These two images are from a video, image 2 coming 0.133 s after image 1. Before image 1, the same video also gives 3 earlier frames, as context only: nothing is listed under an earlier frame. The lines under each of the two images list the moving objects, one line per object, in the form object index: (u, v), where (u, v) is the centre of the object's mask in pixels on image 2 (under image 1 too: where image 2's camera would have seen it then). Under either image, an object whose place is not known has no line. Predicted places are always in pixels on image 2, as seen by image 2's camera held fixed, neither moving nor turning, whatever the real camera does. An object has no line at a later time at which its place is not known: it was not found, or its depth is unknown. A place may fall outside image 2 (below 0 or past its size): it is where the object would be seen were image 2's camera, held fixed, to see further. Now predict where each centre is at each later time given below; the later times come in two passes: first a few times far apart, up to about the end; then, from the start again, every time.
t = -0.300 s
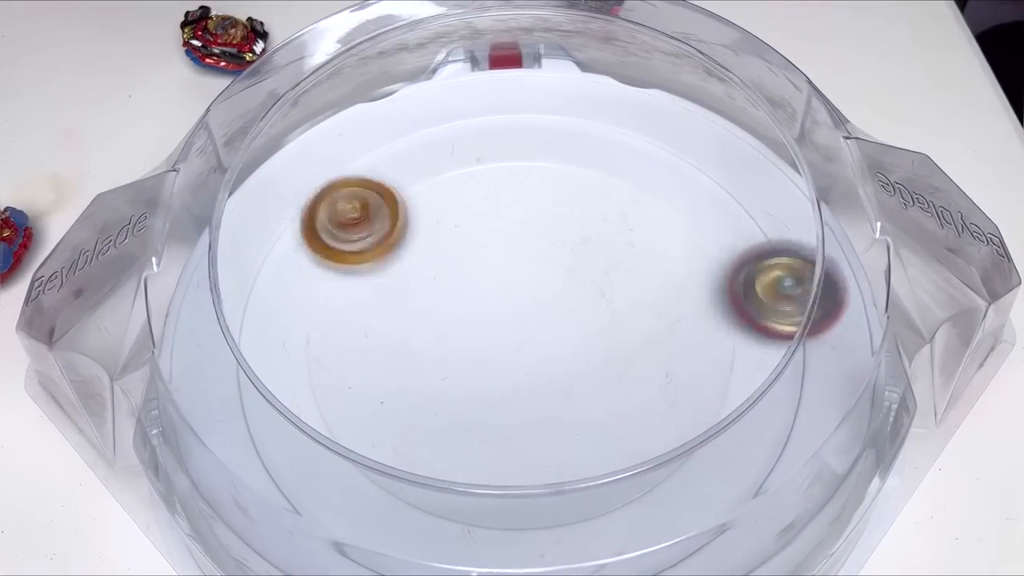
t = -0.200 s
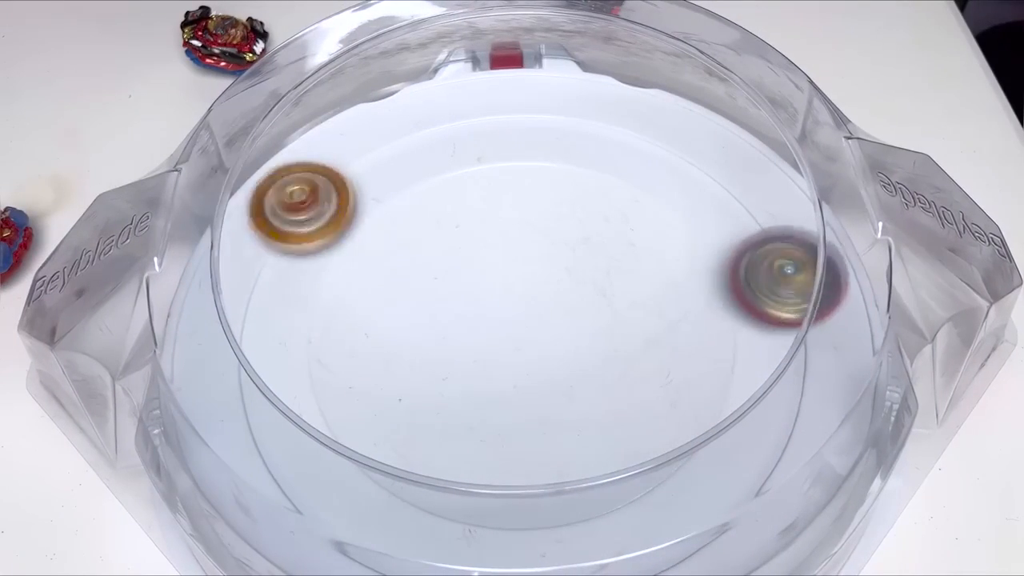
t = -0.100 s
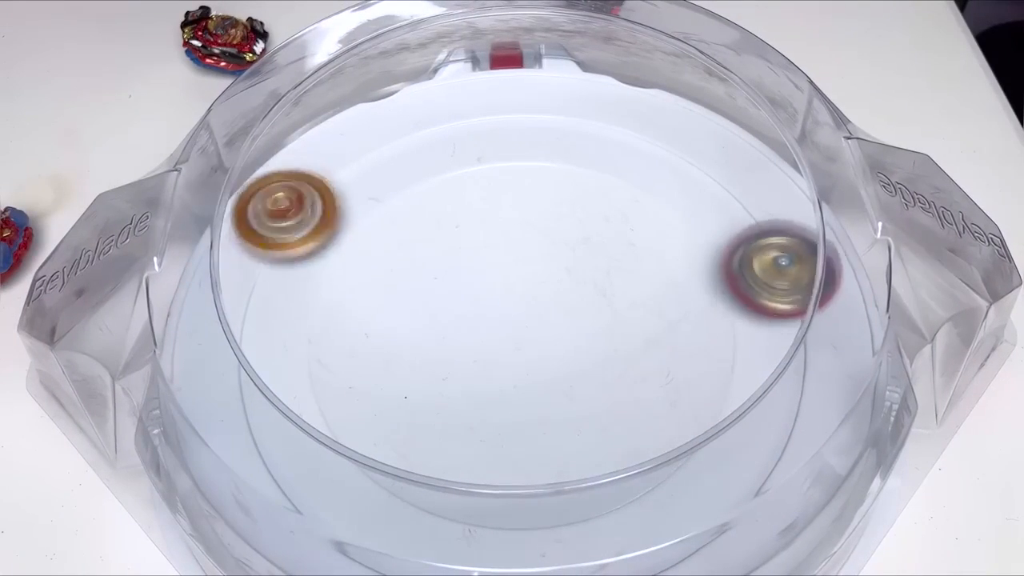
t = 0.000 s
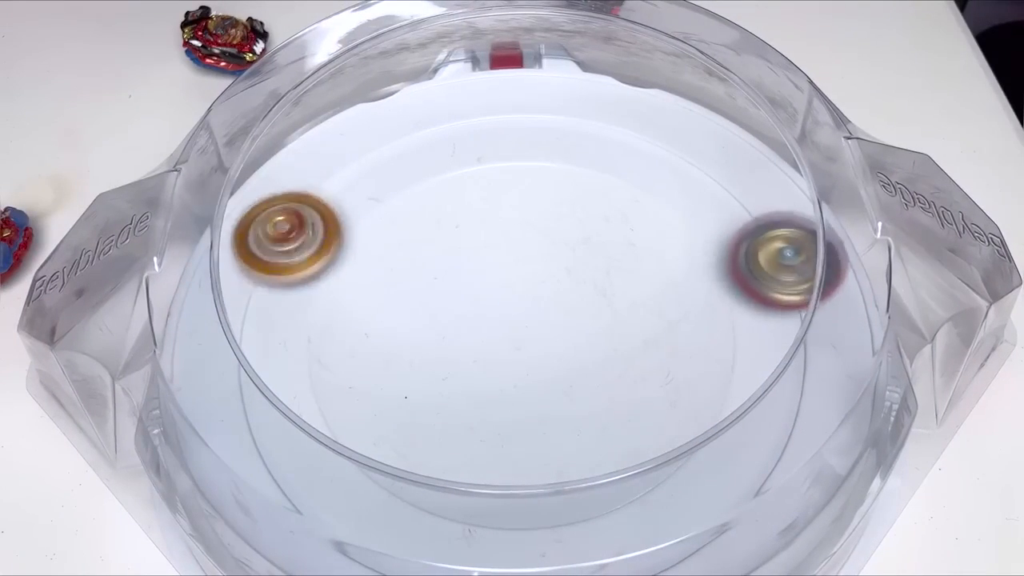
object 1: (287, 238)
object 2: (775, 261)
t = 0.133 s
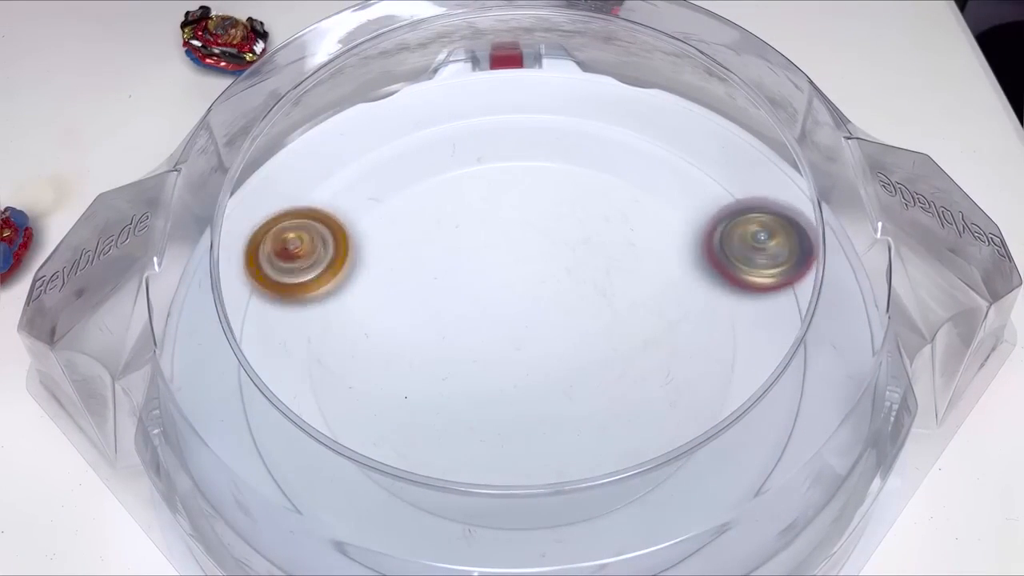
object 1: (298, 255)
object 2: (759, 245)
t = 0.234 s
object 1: (308, 267)
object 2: (744, 250)
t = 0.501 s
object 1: (400, 397)
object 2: (600, 238)
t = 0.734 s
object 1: (560, 417)
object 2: (427, 320)
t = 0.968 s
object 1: (641, 312)
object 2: (524, 470)
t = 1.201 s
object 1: (554, 249)
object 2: (678, 360)
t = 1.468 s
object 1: (456, 328)
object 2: (503, 241)
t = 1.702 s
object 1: (522, 393)
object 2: (353, 344)
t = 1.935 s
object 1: (583, 333)
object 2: (469, 477)
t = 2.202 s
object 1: (485, 294)
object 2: (622, 324)
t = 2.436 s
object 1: (458, 364)
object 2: (490, 208)
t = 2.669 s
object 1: (536, 369)
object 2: (333, 274)
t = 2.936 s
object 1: (527, 285)
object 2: (459, 422)
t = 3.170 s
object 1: (455, 302)
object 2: (625, 323)
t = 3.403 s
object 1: (477, 339)
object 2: (562, 179)
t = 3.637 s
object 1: (511, 340)
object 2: (407, 210)
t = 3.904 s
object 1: (529, 329)
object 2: (451, 390)
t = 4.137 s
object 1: (544, 304)
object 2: (624, 438)
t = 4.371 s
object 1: (523, 311)
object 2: (717, 306)
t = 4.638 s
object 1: (515, 327)
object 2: (552, 215)
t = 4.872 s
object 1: (517, 333)
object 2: (404, 302)
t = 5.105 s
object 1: (516, 333)
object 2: (433, 457)
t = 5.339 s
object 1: (515, 331)
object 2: (613, 441)
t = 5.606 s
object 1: (510, 331)
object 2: (595, 270)
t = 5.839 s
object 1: (508, 329)
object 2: (440, 236)
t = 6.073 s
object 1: (509, 327)
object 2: (341, 336)
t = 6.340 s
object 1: (512, 321)
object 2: (505, 423)
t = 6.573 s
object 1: (505, 307)
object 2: (637, 324)
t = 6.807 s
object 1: (511, 316)
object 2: (588, 200)
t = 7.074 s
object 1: (517, 323)
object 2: (434, 238)
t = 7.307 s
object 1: (526, 323)
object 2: (441, 382)
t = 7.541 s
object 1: (528, 329)
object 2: (599, 413)
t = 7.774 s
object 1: (525, 330)
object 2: (654, 295)
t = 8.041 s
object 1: (517, 335)
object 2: (498, 238)
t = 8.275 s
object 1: (511, 334)
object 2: (395, 326)
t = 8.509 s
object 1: (510, 332)
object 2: (482, 429)
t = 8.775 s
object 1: (509, 326)
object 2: (615, 333)
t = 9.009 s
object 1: (498, 324)
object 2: (573, 224)
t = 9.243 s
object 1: (511, 324)
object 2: (451, 222)
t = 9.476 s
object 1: (551, 325)
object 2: (383, 330)
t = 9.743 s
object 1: (568, 309)
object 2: (466, 436)
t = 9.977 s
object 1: (543, 307)
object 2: (603, 382)
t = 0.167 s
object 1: (301, 260)
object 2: (755, 247)
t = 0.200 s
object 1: (304, 263)
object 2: (750, 249)
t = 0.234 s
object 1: (308, 267)
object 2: (744, 250)
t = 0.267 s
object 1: (312, 276)
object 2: (736, 253)
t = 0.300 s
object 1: (319, 290)
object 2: (728, 256)
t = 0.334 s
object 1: (328, 306)
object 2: (718, 259)
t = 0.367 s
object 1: (339, 324)
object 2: (701, 259)
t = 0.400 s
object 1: (349, 346)
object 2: (680, 257)
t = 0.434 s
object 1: (364, 363)
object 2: (655, 252)
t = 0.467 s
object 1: (380, 380)
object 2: (629, 245)
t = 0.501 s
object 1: (400, 397)
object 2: (600, 238)
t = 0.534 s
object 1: (421, 408)
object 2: (570, 235)
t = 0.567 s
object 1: (445, 419)
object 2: (539, 237)
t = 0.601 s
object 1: (470, 426)
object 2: (509, 245)
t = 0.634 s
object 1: (493, 428)
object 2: (482, 257)
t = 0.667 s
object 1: (517, 427)
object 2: (458, 275)
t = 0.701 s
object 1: (540, 423)
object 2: (440, 296)
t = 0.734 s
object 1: (560, 417)
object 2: (427, 320)
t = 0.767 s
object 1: (580, 406)
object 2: (421, 346)
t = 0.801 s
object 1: (600, 393)
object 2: (423, 372)
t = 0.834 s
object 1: (614, 381)
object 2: (431, 398)
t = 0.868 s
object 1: (625, 365)
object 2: (446, 422)
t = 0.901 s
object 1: (634, 348)
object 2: (467, 439)
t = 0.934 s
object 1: (641, 329)
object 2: (495, 449)
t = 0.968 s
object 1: (641, 312)
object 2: (524, 470)
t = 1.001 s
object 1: (637, 296)
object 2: (558, 474)
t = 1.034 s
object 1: (631, 282)
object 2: (592, 469)
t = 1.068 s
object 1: (620, 270)
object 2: (624, 457)
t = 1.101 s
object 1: (605, 261)
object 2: (650, 437)
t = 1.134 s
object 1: (589, 254)
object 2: (667, 413)
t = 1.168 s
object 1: (572, 250)
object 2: (677, 387)
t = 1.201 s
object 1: (554, 249)
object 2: (678, 360)
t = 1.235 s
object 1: (535, 251)
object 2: (670, 334)
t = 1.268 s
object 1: (515, 255)
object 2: (657, 309)
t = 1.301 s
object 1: (499, 264)
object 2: (638, 288)
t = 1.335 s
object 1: (484, 273)
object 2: (615, 271)
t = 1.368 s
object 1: (473, 287)
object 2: (589, 257)
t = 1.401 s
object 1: (464, 299)
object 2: (561, 248)
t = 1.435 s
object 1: (460, 313)
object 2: (532, 243)
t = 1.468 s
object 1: (456, 328)
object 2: (503, 241)
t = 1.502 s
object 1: (456, 343)
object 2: (475, 245)
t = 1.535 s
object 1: (461, 356)
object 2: (448, 253)
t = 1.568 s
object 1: (468, 368)
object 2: (422, 265)
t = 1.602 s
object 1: (479, 379)
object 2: (399, 281)
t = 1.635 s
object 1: (490, 387)
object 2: (379, 299)
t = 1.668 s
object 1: (505, 393)
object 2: (363, 320)
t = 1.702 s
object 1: (522, 393)
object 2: (353, 344)
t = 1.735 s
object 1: (537, 395)
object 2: (349, 370)
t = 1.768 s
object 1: (552, 390)
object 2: (353, 397)
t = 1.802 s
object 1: (564, 383)
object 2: (363, 421)
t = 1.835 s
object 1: (576, 372)
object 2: (380, 444)
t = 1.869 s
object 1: (582, 360)
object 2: (405, 462)
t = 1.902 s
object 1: (585, 348)
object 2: (435, 473)
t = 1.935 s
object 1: (583, 333)
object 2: (469, 477)
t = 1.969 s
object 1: (578, 319)
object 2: (503, 474)
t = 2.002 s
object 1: (569, 308)
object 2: (536, 461)
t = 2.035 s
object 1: (556, 299)
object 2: (564, 441)
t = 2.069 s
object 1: (543, 292)
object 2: (589, 426)
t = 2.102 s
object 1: (528, 288)
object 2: (607, 403)
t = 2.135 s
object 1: (515, 287)
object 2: (618, 377)
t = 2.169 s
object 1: (499, 288)
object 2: (623, 350)
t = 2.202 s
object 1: (485, 294)
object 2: (622, 324)
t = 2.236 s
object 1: (473, 300)
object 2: (614, 299)
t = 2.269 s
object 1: (464, 308)
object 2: (601, 276)
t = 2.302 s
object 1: (455, 318)
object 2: (584, 255)
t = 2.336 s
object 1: (451, 330)
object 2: (564, 239)
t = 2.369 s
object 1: (448, 341)
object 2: (541, 225)
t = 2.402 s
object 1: (451, 353)
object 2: (516, 215)
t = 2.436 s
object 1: (458, 364)
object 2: (490, 208)
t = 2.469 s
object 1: (467, 373)
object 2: (463, 206)
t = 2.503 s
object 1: (477, 379)
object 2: (437, 206)
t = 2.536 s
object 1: (488, 381)
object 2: (411, 212)
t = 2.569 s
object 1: (502, 382)
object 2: (386, 221)
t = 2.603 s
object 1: (514, 379)
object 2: (365, 235)
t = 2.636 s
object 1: (526, 375)
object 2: (347, 254)
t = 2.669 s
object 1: (536, 369)
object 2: (333, 274)
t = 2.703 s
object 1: (544, 359)
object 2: (325, 297)
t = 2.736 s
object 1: (550, 348)
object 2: (326, 322)
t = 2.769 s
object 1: (553, 337)
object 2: (333, 346)
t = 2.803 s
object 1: (553, 325)
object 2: (348, 369)
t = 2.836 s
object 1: (550, 314)
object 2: (369, 390)
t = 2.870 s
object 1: (544, 302)
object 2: (396, 406)
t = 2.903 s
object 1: (536, 292)
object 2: (427, 417)
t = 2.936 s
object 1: (527, 285)
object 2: (459, 422)
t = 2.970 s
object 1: (514, 280)
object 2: (492, 423)
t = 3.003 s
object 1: (502, 278)
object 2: (523, 417)
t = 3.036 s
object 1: (489, 278)
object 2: (553, 407)
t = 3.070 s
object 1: (477, 281)
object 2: (579, 391)
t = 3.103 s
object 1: (467, 287)
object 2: (600, 371)
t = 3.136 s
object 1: (460, 294)
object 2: (616, 348)
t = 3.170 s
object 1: (455, 302)
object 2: (625, 323)
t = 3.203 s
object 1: (453, 312)
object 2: (629, 298)
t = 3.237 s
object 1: (454, 318)
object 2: (628, 274)
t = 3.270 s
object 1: (457, 325)
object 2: (622, 251)
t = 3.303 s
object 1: (461, 330)
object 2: (613, 228)
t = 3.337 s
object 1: (467, 334)
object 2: (599, 209)
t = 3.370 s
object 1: (472, 337)
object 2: (582, 192)
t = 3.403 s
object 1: (477, 339)
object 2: (562, 179)
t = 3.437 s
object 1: (482, 341)
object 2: (539, 168)
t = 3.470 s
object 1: (488, 342)
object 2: (515, 163)
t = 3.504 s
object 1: (494, 342)
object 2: (490, 163)
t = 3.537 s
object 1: (500, 342)
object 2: (466, 167)
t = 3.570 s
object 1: (504, 343)
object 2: (443, 177)
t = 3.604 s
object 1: (508, 341)
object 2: (423, 191)
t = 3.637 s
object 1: (511, 340)
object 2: (407, 210)
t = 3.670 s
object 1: (514, 339)
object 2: (394, 230)
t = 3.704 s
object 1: (518, 338)
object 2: (387, 253)
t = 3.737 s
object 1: (520, 336)
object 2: (385, 278)
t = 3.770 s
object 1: (523, 335)
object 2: (387, 304)
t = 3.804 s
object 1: (524, 334)
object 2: (395, 329)
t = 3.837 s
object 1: (525, 332)
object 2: (408, 351)
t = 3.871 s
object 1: (527, 330)
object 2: (427, 372)
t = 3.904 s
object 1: (529, 329)
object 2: (451, 390)
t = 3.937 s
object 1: (533, 322)
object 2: (468, 408)
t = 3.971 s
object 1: (540, 314)
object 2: (485, 427)
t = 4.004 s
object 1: (545, 309)
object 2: (507, 437)
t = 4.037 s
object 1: (547, 306)
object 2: (534, 441)
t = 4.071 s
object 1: (548, 304)
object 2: (563, 441)
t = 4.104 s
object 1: (546, 303)
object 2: (593, 445)
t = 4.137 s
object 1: (544, 304)
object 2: (624, 438)
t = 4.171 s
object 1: (541, 304)
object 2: (650, 428)
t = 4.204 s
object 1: (538, 305)
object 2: (674, 413)
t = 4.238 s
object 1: (535, 305)
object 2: (693, 395)
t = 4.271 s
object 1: (532, 307)
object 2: (707, 373)
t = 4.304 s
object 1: (528, 310)
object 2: (717, 352)
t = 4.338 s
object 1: (525, 310)
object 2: (720, 328)
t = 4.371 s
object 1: (523, 311)
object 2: (717, 306)
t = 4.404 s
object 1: (522, 313)
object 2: (708, 285)
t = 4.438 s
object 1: (521, 315)
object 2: (694, 265)
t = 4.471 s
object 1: (520, 317)
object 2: (676, 249)
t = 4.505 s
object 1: (519, 319)
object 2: (655, 235)
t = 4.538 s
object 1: (518, 322)
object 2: (631, 225)
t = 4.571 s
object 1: (517, 324)
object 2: (605, 219)
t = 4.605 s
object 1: (515, 326)
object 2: (579, 215)
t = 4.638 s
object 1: (515, 327)
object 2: (552, 215)
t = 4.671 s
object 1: (515, 328)
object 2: (526, 219)
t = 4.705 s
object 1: (516, 329)
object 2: (500, 226)
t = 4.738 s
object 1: (516, 330)
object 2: (475, 236)
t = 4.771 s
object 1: (516, 331)
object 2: (453, 249)
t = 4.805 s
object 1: (516, 331)
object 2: (433, 265)
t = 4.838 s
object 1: (517, 332)
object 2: (417, 283)
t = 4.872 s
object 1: (517, 333)
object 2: (404, 302)
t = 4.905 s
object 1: (517, 333)
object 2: (393, 322)
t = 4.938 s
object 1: (517, 333)
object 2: (388, 343)
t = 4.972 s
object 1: (516, 333)
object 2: (386, 365)
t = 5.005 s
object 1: (517, 333)
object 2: (389, 388)
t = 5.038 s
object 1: (517, 333)
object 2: (395, 410)
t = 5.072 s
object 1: (518, 333)
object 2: (406, 429)
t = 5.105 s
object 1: (516, 333)
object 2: (433, 457)
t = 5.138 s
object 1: (516, 333)
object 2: (455, 470)
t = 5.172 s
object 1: (516, 333)
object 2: (482, 480)
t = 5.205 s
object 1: (516, 333)
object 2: (511, 483)
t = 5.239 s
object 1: (516, 333)
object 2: (540, 481)
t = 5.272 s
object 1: (516, 332)
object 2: (567, 473)
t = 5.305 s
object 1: (515, 332)
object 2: (593, 459)
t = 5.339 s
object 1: (515, 331)
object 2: (613, 441)
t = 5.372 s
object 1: (514, 332)
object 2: (628, 419)
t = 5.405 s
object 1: (514, 333)
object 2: (639, 397)
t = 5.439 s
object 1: (513, 332)
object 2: (643, 374)
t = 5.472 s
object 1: (512, 332)
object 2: (643, 351)
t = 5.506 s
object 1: (511, 331)
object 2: (637, 328)
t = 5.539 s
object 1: (511, 331)
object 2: (627, 307)
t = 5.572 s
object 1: (511, 331)
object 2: (613, 287)
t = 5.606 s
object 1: (510, 331)
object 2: (595, 270)
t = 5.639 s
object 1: (511, 330)
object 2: (575, 256)
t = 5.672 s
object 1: (510, 330)
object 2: (554, 245)
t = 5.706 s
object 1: (510, 330)
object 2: (531, 237)
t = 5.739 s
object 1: (509, 329)
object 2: (508, 233)
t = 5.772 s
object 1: (509, 329)
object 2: (485, 231)
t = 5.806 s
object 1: (508, 329)
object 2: (463, 233)
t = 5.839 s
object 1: (508, 329)
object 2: (440, 236)
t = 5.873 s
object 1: (508, 329)
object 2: (418, 242)
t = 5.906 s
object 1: (508, 328)
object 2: (398, 252)
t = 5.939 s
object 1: (508, 327)
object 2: (379, 264)
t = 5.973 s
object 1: (508, 327)
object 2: (363, 279)
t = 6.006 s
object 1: (508, 327)
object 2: (351, 296)
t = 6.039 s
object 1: (508, 327)
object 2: (344, 316)
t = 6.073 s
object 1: (509, 327)
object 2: (341, 336)
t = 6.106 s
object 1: (509, 326)
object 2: (346, 357)
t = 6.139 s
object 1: (509, 325)
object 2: (357, 377)
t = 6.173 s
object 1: (510, 324)
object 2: (374, 395)
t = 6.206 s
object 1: (510, 323)
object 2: (395, 410)
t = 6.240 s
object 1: (511, 323)
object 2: (420, 420)
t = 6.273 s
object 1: (511, 322)
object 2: (448, 425)
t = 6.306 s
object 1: (511, 322)
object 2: (476, 426)
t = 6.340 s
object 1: (512, 321)
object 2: (505, 423)
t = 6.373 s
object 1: (513, 320)
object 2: (532, 415)
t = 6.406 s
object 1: (513, 321)
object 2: (557, 403)
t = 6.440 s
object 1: (512, 320)
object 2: (578, 387)
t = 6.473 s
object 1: (509, 313)
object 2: (599, 376)
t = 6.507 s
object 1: (506, 308)
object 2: (617, 362)
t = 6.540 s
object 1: (505, 307)
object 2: (628, 344)
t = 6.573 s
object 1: (505, 307)
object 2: (637, 324)
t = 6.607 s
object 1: (505, 307)
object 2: (641, 303)
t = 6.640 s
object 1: (506, 308)
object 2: (642, 281)
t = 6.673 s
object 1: (507, 309)
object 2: (638, 262)
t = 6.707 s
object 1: (508, 311)
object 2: (630, 243)
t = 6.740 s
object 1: (509, 313)
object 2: (619, 226)
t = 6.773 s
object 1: (510, 315)
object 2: (605, 211)
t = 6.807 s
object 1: (511, 316)
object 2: (588, 200)
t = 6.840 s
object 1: (512, 318)
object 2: (568, 192)
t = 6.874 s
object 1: (513, 319)
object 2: (548, 187)
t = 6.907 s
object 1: (514, 320)
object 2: (526, 186)
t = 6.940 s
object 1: (515, 320)
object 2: (504, 190)
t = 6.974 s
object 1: (516, 321)
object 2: (484, 197)
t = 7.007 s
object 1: (517, 322)
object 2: (465, 208)
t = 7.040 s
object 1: (517, 322)
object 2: (448, 221)
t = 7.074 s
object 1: (517, 323)
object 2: (434, 238)
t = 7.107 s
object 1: (517, 323)
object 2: (423, 258)
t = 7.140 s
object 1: (518, 323)
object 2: (416, 279)
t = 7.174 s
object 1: (519, 323)
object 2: (413, 301)
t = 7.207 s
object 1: (520, 323)
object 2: (414, 323)
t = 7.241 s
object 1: (522, 323)
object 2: (420, 343)
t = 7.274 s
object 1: (523, 323)
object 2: (428, 364)
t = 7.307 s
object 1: (526, 323)
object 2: (441, 382)
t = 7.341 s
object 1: (528, 324)
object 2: (458, 398)
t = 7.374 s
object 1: (529, 324)
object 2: (479, 409)
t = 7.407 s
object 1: (530, 326)
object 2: (501, 419)
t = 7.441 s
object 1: (529, 327)
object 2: (526, 424)
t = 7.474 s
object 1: (529, 328)
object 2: (550, 425)
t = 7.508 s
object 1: (529, 328)
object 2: (576, 421)
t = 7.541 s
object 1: (528, 329)
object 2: (599, 413)
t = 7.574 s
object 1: (528, 329)
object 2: (621, 402)
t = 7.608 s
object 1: (527, 329)
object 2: (640, 388)
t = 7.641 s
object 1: (527, 329)
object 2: (653, 371)
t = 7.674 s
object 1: (526, 329)
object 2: (661, 353)
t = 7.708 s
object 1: (526, 329)
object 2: (664, 333)
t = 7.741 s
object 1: (526, 330)
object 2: (662, 314)
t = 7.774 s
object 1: (525, 330)
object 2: (654, 295)
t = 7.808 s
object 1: (525, 330)
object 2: (643, 278)
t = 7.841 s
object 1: (525, 330)
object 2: (627, 264)
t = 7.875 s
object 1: (524, 330)
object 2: (609, 253)
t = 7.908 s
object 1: (524, 330)
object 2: (587, 245)
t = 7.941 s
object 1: (523, 331)
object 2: (566, 240)
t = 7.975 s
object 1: (522, 331)
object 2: (542, 238)
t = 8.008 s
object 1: (521, 333)
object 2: (520, 236)
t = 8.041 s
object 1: (517, 335)
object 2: (498, 238)
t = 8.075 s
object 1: (515, 335)
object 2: (477, 243)
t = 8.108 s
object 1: (514, 335)
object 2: (457, 251)
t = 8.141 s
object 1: (512, 335)
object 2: (440, 262)
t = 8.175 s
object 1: (512, 335)
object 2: (425, 275)
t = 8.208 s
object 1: (511, 334)
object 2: (412, 291)
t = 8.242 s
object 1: (511, 334)
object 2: (402, 308)
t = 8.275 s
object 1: (511, 334)
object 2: (395, 326)
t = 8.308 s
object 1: (511, 334)
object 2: (395, 345)
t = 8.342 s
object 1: (510, 334)
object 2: (398, 364)
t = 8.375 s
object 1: (510, 334)
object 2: (407, 382)
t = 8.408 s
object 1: (510, 333)
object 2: (419, 399)
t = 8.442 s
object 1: (510, 333)
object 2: (437, 413)
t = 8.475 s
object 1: (510, 332)
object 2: (458, 423)
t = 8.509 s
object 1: (510, 332)
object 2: (482, 429)
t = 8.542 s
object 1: (509, 331)
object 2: (507, 431)
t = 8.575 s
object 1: (509, 330)
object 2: (533, 427)
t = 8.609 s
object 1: (509, 329)
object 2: (555, 419)
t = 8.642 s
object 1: (509, 328)
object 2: (576, 407)
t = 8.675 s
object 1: (509, 327)
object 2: (593, 390)
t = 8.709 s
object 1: (509, 327)
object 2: (605, 372)
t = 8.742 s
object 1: (509, 326)
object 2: (612, 353)
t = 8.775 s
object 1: (509, 326)
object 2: (615, 333)
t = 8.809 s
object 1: (508, 325)
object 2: (613, 313)
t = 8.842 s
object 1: (505, 324)
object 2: (611, 295)
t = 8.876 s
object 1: (499, 324)
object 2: (612, 278)
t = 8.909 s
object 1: (496, 323)
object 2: (607, 264)
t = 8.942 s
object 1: (495, 324)
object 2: (598, 250)
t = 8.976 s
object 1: (496, 324)
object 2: (586, 236)
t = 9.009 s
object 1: (498, 324)
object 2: (573, 224)
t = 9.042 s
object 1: (500, 323)
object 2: (558, 215)
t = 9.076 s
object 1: (502, 323)
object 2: (541, 209)
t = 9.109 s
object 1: (504, 322)
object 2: (522, 205)
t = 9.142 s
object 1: (506, 323)
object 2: (503, 203)
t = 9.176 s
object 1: (508, 324)
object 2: (484, 206)
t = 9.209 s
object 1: (509, 324)
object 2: (467, 213)
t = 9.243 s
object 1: (511, 324)
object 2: (451, 222)
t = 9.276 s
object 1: (512, 324)
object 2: (436, 236)
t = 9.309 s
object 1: (513, 323)
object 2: (425, 251)
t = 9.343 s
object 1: (515, 324)
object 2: (418, 268)
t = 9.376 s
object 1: (516, 324)
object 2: (414, 287)
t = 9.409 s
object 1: (519, 325)
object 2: (413, 305)
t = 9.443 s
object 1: (536, 325)
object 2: (394, 318)
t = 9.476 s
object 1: (551, 325)
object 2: (383, 330)
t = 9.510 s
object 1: (562, 325)
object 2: (378, 344)
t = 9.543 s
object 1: (570, 324)
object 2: (381, 361)
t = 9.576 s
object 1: (574, 321)
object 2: (386, 379)
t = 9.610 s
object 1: (574, 316)
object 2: (395, 396)
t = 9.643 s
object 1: (574, 312)
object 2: (408, 411)
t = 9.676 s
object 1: (572, 311)
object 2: (425, 422)
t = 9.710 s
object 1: (570, 310)
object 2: (444, 431)
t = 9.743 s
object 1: (568, 309)
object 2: (466, 436)
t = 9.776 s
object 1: (565, 307)
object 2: (490, 437)
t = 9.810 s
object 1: (561, 306)
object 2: (512, 437)
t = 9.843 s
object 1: (558, 306)
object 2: (536, 432)
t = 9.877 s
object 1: (554, 305)
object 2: (556, 424)
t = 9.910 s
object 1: (550, 304)
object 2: (574, 412)
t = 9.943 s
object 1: (547, 306)
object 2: (590, 398)
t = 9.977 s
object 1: (543, 307)
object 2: (603, 382)
